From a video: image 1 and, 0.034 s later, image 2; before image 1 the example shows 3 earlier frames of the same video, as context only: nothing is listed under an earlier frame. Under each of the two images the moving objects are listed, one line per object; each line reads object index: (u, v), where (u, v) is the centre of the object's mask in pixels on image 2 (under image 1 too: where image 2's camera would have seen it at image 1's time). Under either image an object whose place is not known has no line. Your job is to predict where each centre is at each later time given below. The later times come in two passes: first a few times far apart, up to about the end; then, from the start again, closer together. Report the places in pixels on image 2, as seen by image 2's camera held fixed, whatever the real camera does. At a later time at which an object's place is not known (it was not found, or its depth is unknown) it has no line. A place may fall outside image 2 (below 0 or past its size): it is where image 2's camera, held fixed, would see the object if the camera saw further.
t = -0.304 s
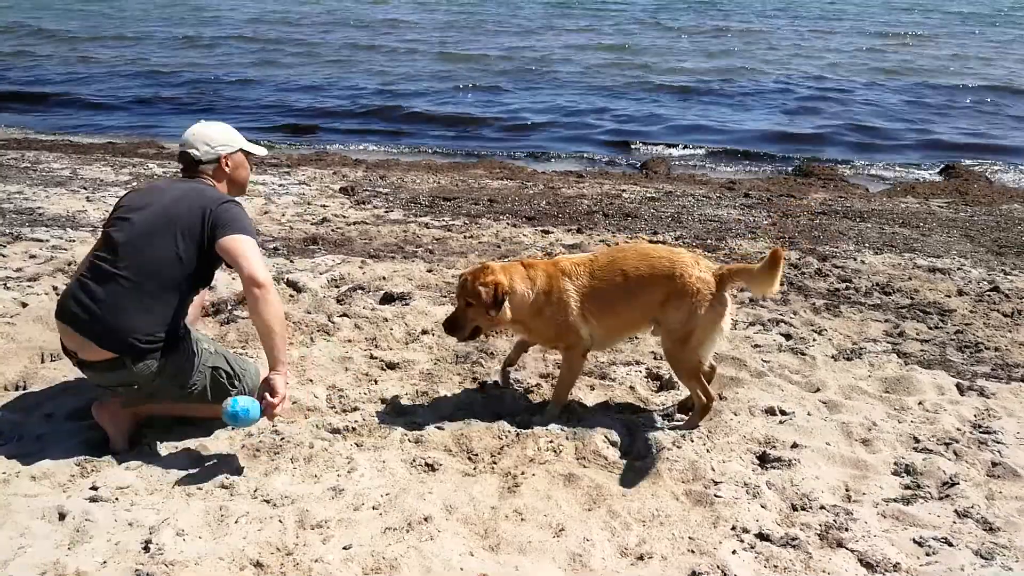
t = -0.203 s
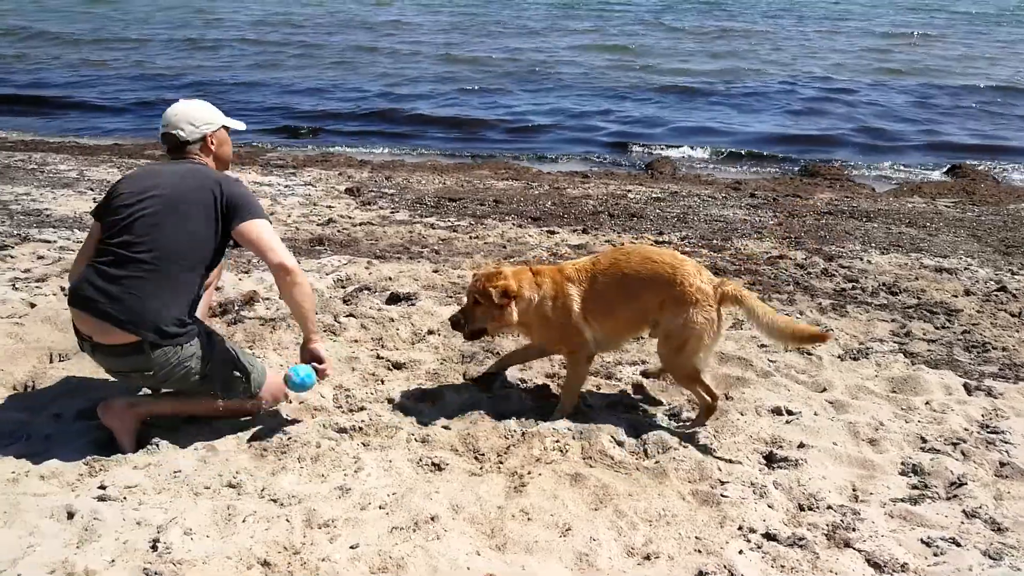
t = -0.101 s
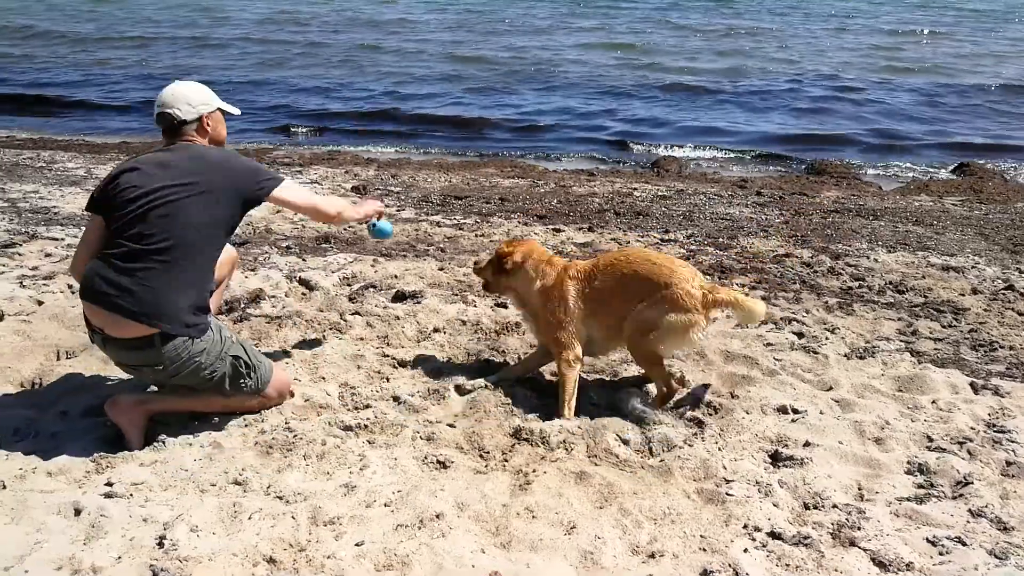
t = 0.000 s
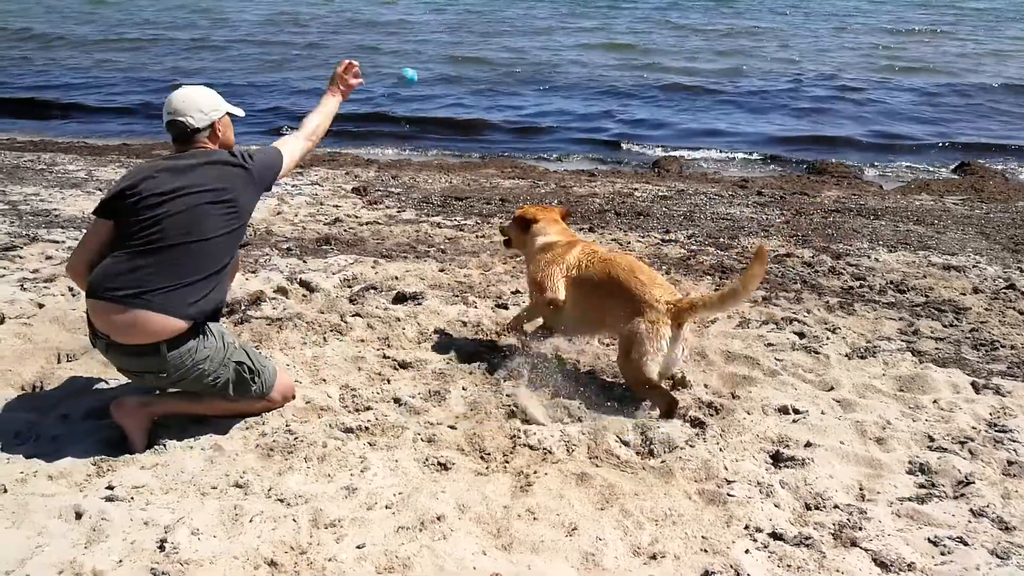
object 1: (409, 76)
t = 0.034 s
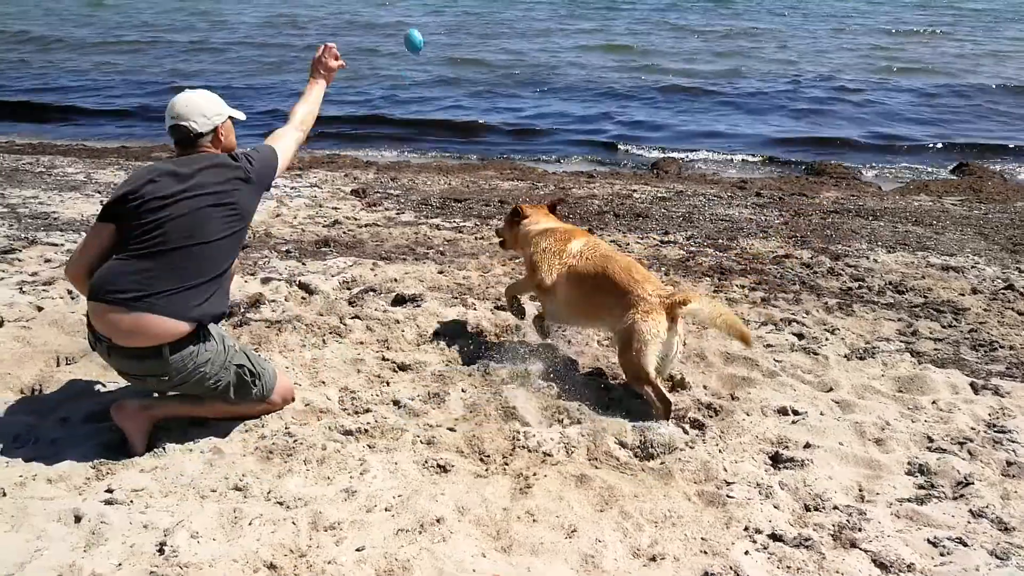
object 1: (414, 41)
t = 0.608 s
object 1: (484, -92)
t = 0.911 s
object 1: (502, -3)
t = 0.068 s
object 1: (420, 8)
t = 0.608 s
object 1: (484, -92)
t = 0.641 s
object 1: (486, -86)
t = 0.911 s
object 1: (502, -3)
